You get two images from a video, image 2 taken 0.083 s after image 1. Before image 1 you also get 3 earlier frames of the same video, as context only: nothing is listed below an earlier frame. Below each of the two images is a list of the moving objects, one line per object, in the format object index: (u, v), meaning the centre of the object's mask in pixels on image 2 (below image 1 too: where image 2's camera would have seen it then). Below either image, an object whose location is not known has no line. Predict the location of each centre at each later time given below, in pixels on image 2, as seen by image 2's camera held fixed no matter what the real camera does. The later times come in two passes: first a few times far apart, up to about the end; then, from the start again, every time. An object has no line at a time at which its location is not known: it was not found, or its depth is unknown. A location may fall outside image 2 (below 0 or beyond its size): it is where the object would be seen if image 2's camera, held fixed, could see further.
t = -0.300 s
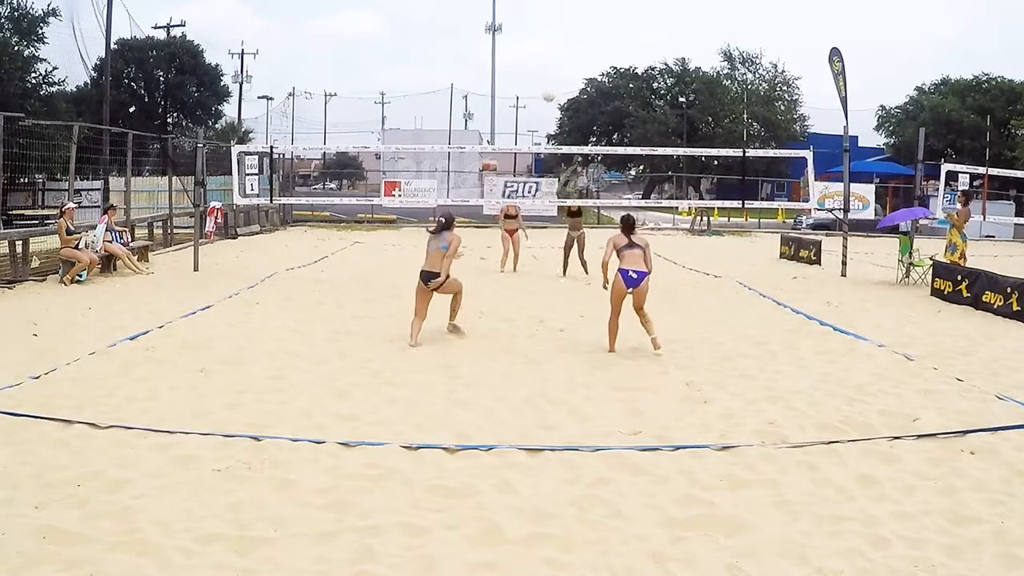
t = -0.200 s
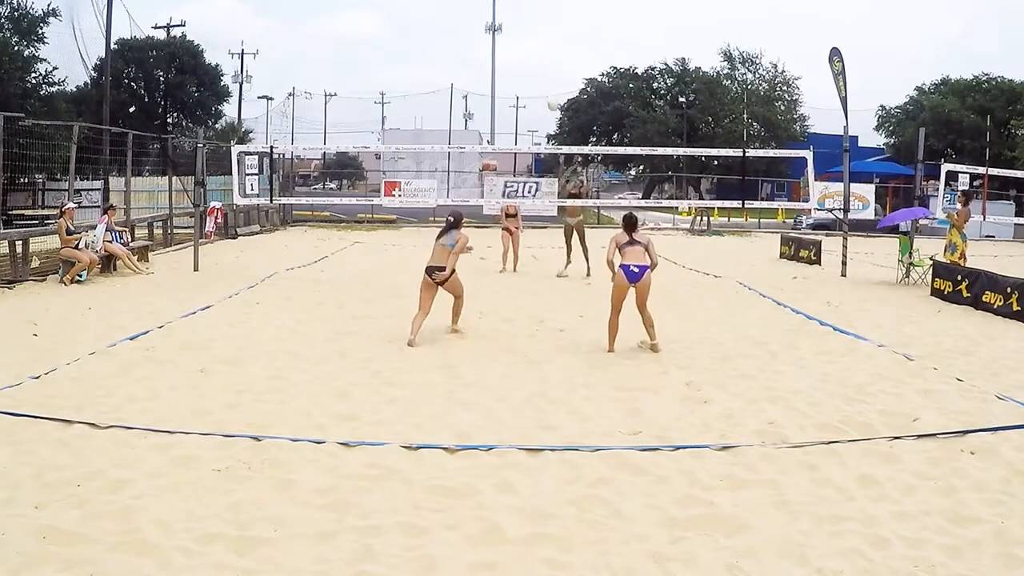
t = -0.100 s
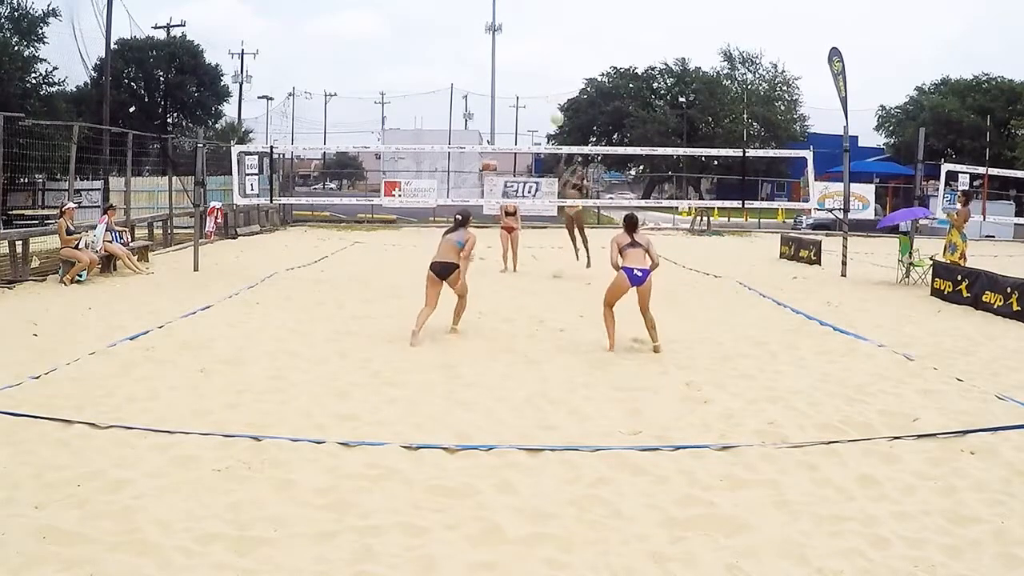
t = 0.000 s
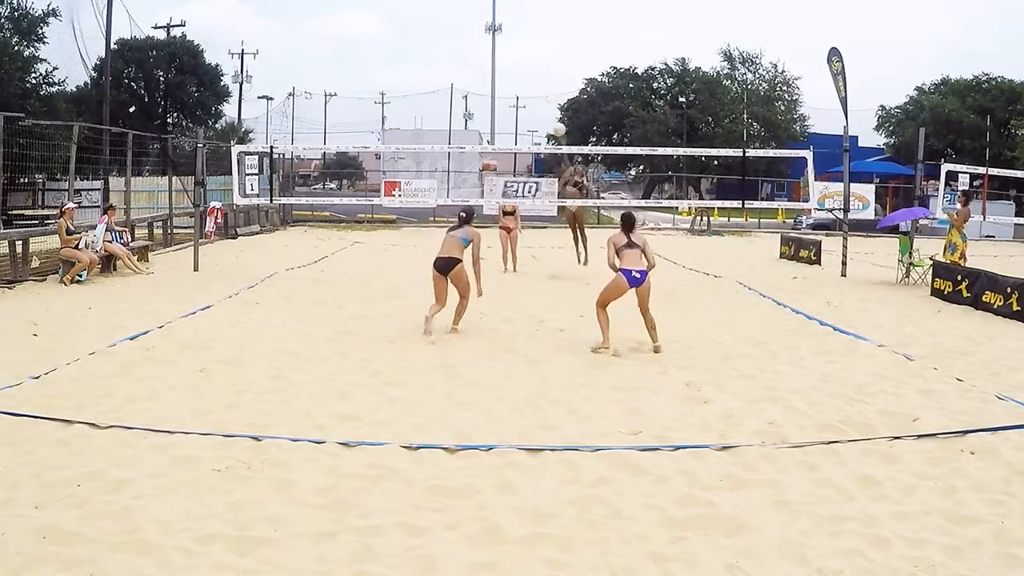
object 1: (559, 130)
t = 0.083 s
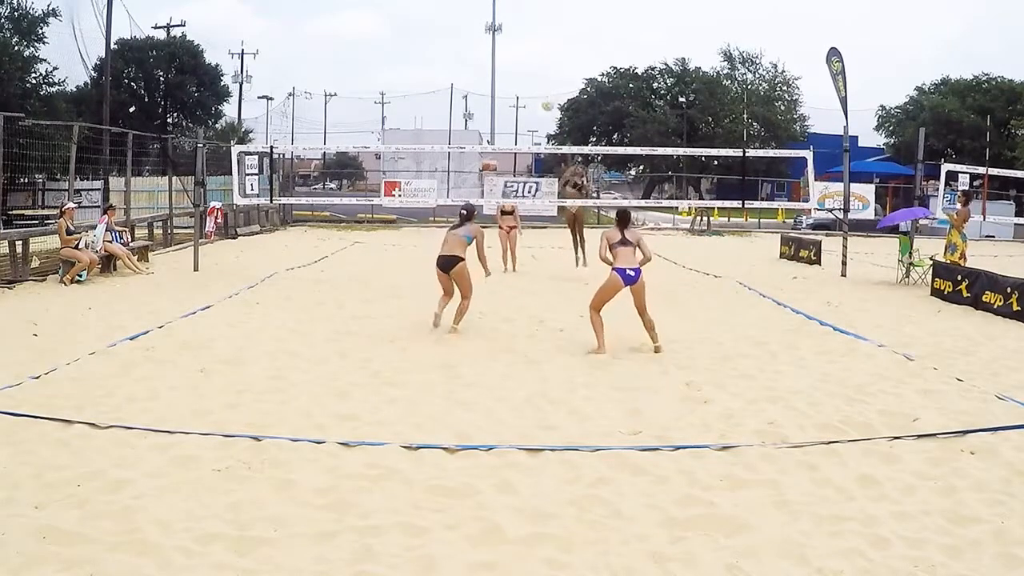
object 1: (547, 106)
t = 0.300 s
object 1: (517, 55)
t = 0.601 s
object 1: (465, 26)
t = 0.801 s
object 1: (425, 42)
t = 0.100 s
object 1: (545, 101)
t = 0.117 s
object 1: (543, 96)
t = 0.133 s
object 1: (541, 92)
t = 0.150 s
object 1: (539, 87)
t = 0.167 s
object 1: (536, 83)
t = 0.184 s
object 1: (534, 80)
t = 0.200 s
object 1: (532, 75)
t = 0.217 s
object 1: (530, 72)
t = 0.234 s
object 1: (527, 68)
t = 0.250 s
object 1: (525, 64)
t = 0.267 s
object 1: (522, 61)
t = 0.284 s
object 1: (520, 58)
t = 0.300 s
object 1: (517, 55)
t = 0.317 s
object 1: (515, 52)
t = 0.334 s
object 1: (512, 49)
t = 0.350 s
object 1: (509, 45)
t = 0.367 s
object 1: (506, 44)
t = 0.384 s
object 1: (504, 42)
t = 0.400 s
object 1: (501, 40)
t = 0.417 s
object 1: (499, 36)
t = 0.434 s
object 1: (496, 34)
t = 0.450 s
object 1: (492, 32)
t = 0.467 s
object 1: (490, 31)
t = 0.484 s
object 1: (487, 31)
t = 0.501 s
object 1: (484, 30)
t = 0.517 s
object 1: (481, 29)
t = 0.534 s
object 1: (479, 28)
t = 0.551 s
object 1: (475, 28)
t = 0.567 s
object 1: (472, 27)
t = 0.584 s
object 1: (469, 26)
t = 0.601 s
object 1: (465, 26)
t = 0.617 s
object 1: (463, 26)
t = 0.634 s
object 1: (459, 26)
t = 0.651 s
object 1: (455, 28)
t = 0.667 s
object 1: (452, 28)
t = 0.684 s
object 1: (449, 29)
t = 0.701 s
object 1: (445, 30)
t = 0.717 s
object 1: (442, 32)
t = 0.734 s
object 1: (438, 33)
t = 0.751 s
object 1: (435, 34)
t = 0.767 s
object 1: (432, 37)
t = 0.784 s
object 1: (428, 39)
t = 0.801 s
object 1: (425, 42)
